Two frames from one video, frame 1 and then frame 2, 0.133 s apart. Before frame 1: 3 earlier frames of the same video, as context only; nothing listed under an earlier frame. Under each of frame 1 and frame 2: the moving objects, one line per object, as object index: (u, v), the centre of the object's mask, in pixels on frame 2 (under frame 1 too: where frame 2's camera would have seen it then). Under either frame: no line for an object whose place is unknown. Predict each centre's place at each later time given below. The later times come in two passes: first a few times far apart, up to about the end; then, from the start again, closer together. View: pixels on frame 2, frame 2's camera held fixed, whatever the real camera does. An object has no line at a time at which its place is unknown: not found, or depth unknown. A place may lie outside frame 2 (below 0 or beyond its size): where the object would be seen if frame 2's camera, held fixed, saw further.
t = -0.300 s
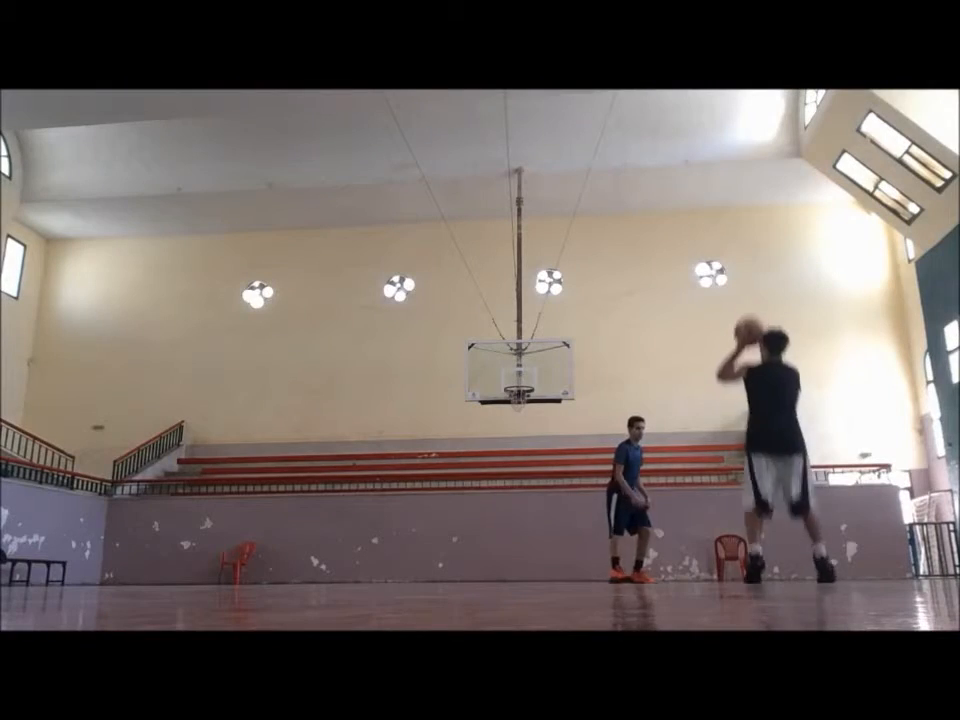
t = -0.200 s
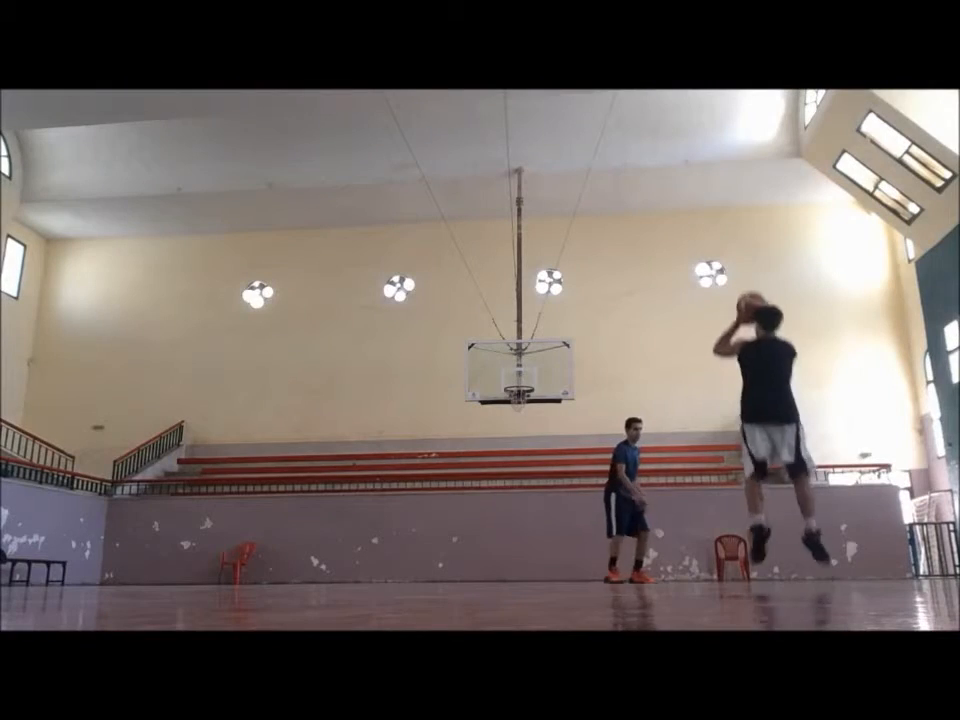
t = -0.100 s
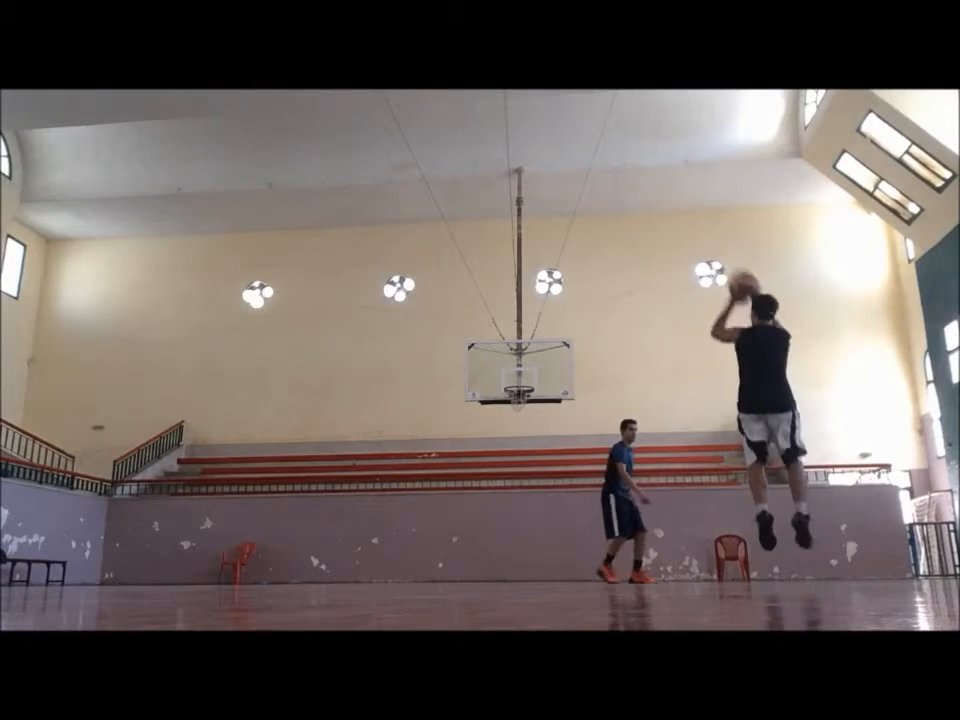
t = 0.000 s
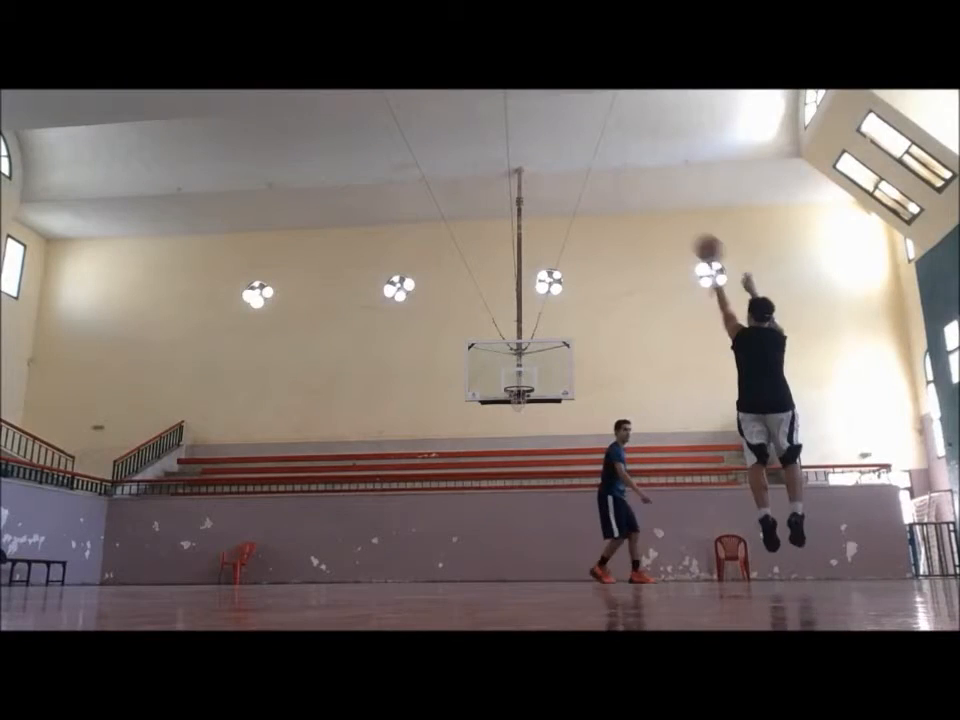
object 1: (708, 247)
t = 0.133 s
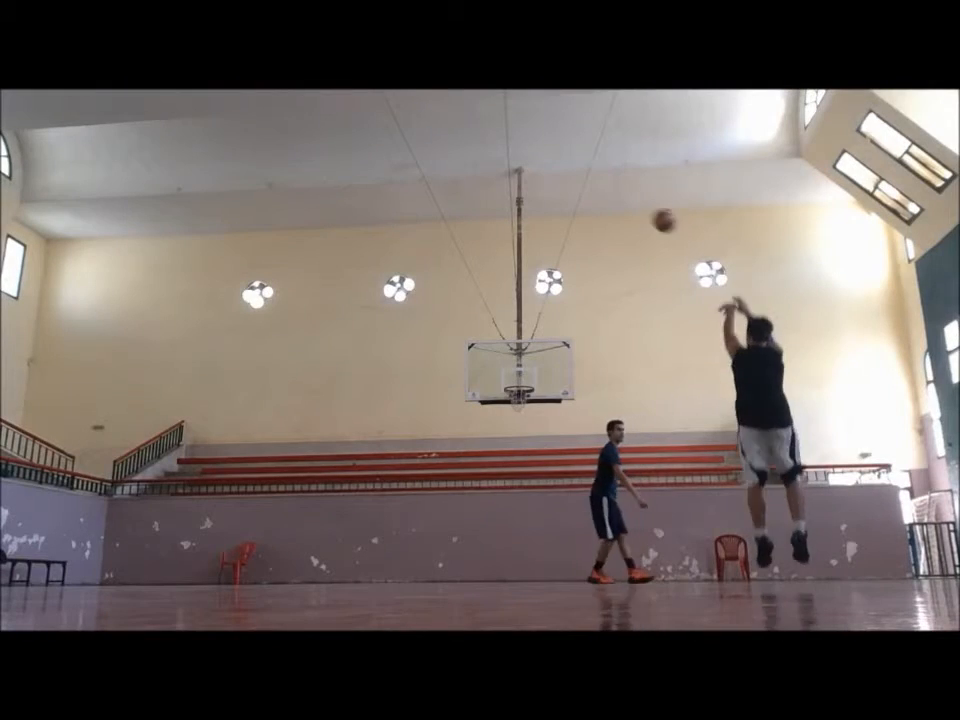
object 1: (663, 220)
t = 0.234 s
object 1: (638, 212)
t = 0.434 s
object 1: (598, 220)
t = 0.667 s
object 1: (564, 259)
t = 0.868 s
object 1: (541, 311)
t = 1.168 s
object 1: (515, 408)
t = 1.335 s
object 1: (501, 467)
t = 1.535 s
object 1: (480, 565)
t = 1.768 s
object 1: (462, 497)
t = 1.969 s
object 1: (443, 447)
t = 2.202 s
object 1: (423, 421)
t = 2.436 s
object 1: (401, 432)
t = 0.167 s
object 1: (654, 216)
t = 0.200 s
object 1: (646, 214)
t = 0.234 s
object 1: (638, 212)
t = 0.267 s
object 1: (631, 211)
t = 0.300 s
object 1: (624, 211)
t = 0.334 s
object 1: (617, 212)
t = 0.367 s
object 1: (610, 214)
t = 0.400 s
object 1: (604, 217)
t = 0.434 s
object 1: (598, 220)
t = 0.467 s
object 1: (593, 224)
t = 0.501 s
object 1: (587, 229)
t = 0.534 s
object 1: (582, 234)
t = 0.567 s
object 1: (577, 240)
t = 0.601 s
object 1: (572, 246)
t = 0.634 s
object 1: (567, 253)
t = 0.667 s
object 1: (564, 259)
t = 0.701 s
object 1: (560, 266)
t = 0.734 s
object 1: (556, 274)
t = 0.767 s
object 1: (553, 280)
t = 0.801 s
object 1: (547, 295)
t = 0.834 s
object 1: (545, 302)
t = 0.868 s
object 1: (541, 311)
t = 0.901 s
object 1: (538, 320)
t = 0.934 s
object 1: (535, 330)
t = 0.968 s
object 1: (532, 342)
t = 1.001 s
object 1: (529, 354)
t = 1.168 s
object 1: (515, 408)
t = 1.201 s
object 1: (512, 417)
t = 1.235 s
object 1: (509, 430)
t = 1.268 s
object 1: (506, 440)
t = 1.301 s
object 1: (503, 454)
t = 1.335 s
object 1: (501, 467)
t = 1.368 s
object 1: (499, 480)
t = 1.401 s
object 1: (494, 496)
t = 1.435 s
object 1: (491, 511)
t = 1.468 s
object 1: (487, 530)
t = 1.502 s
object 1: (485, 547)
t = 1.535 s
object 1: (480, 565)
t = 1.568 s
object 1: (480, 571)
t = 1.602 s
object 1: (475, 559)
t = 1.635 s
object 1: (473, 546)
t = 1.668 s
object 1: (470, 535)
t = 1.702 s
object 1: (468, 521)
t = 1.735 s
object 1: (465, 508)
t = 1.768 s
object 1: (462, 497)
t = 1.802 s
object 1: (460, 487)
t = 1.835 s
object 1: (458, 478)
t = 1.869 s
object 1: (455, 469)
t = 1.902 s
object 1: (451, 460)
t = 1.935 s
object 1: (448, 455)
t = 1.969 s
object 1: (443, 447)
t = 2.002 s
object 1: (441, 441)
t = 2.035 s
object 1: (439, 436)
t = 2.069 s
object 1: (436, 432)
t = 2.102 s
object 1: (433, 428)
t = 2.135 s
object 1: (430, 425)
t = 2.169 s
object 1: (427, 423)
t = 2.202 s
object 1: (423, 421)
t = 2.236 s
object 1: (421, 421)
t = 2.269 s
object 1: (417, 421)
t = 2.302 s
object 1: (414, 421)
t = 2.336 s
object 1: (411, 423)
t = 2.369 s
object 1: (408, 425)
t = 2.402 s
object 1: (405, 428)
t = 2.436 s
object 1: (401, 432)
